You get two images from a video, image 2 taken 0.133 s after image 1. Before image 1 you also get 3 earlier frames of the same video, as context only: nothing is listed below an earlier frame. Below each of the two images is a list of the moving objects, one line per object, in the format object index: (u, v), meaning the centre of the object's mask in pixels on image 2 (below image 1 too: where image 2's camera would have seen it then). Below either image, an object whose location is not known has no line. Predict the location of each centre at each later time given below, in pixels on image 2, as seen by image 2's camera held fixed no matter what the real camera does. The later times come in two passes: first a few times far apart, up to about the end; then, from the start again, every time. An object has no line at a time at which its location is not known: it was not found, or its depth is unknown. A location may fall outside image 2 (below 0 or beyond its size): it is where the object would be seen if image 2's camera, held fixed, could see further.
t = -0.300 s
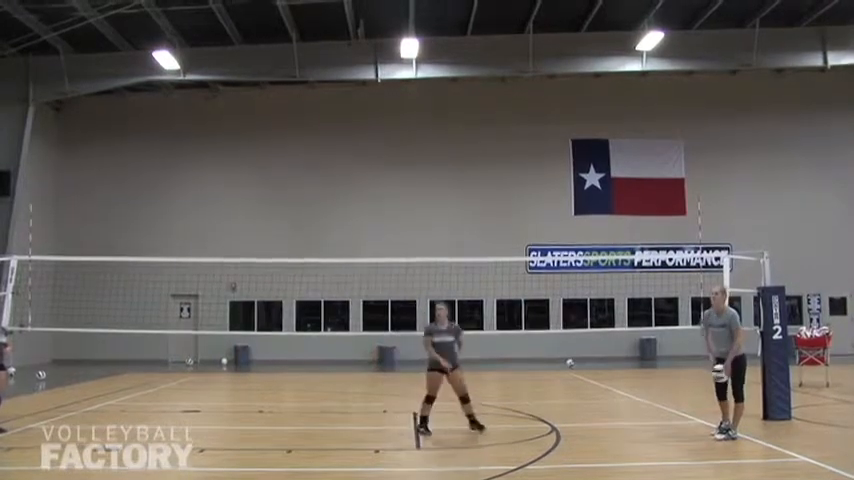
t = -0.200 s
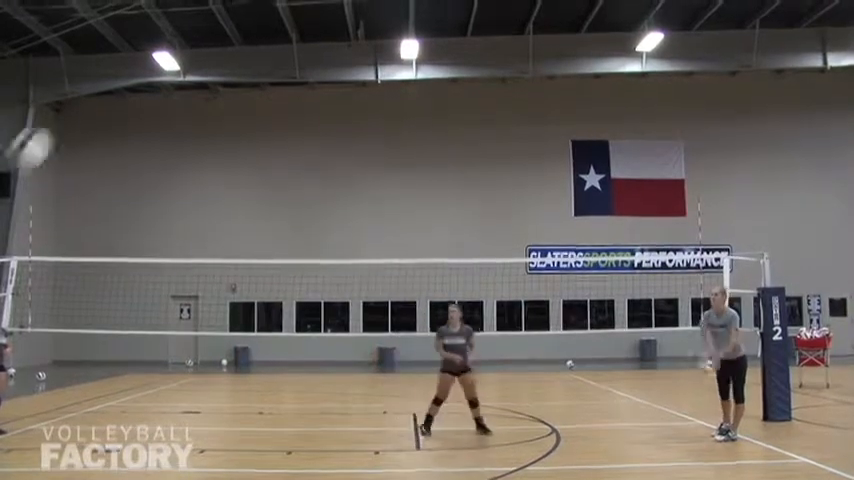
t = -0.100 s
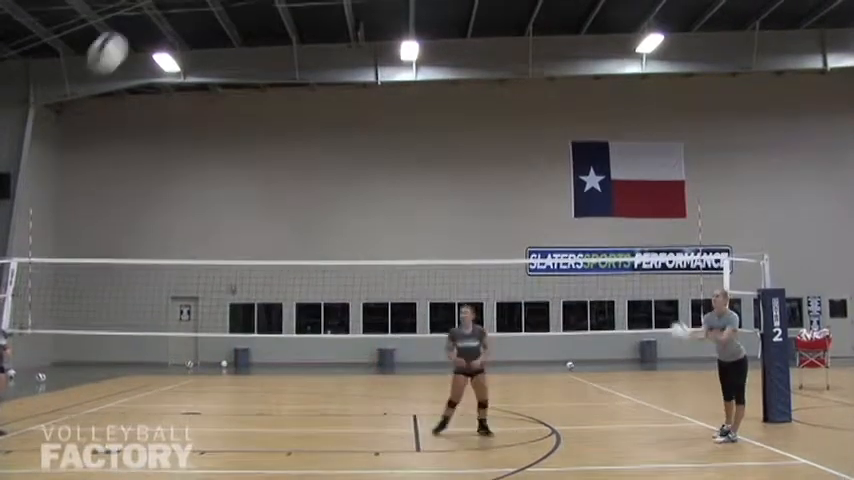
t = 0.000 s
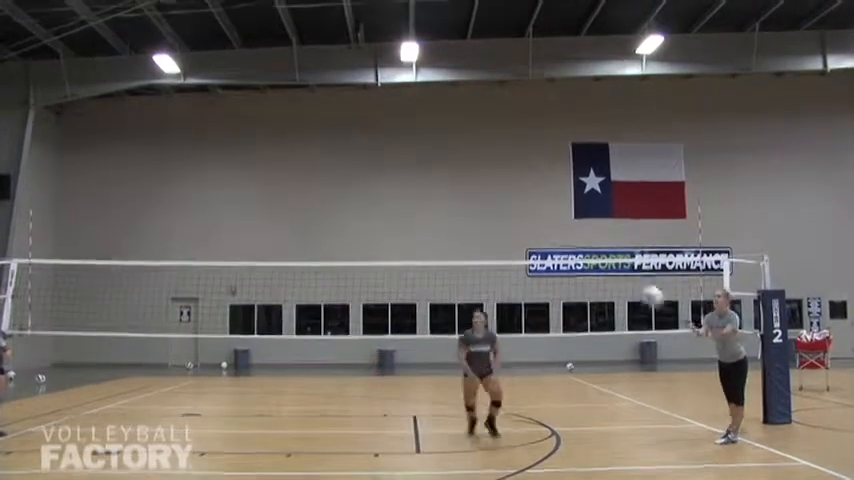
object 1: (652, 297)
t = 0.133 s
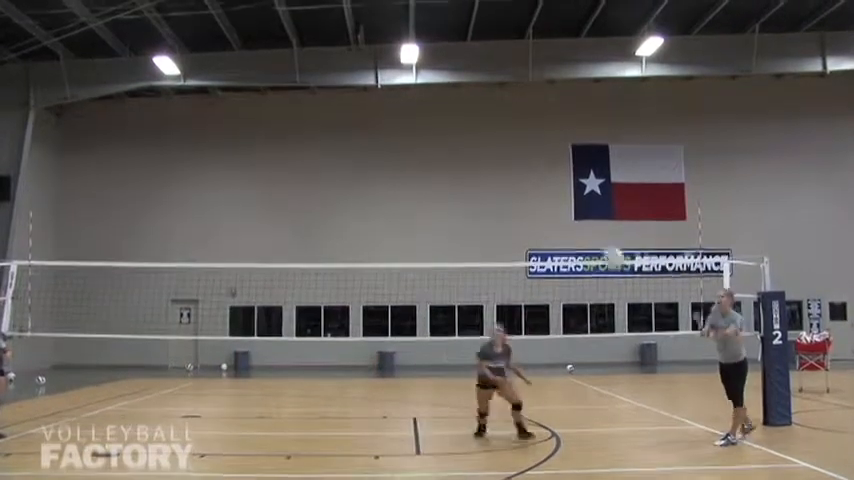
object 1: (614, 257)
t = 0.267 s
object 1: (570, 229)
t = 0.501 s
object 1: (487, 226)
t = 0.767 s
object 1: (366, 307)
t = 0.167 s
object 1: (603, 248)
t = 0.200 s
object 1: (592, 241)
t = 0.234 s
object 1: (581, 234)
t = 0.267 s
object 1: (570, 229)
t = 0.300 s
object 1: (560, 223)
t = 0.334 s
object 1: (548, 224)
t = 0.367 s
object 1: (536, 221)
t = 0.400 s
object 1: (525, 222)
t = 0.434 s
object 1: (513, 222)
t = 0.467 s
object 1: (499, 223)
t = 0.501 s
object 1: (487, 226)
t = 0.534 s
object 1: (473, 234)
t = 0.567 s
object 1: (459, 237)
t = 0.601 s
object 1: (444, 244)
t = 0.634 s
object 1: (429, 253)
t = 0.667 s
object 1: (415, 263)
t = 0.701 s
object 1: (399, 276)
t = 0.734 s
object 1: (381, 291)
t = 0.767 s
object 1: (366, 307)
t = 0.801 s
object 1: (346, 325)
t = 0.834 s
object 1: (328, 346)
